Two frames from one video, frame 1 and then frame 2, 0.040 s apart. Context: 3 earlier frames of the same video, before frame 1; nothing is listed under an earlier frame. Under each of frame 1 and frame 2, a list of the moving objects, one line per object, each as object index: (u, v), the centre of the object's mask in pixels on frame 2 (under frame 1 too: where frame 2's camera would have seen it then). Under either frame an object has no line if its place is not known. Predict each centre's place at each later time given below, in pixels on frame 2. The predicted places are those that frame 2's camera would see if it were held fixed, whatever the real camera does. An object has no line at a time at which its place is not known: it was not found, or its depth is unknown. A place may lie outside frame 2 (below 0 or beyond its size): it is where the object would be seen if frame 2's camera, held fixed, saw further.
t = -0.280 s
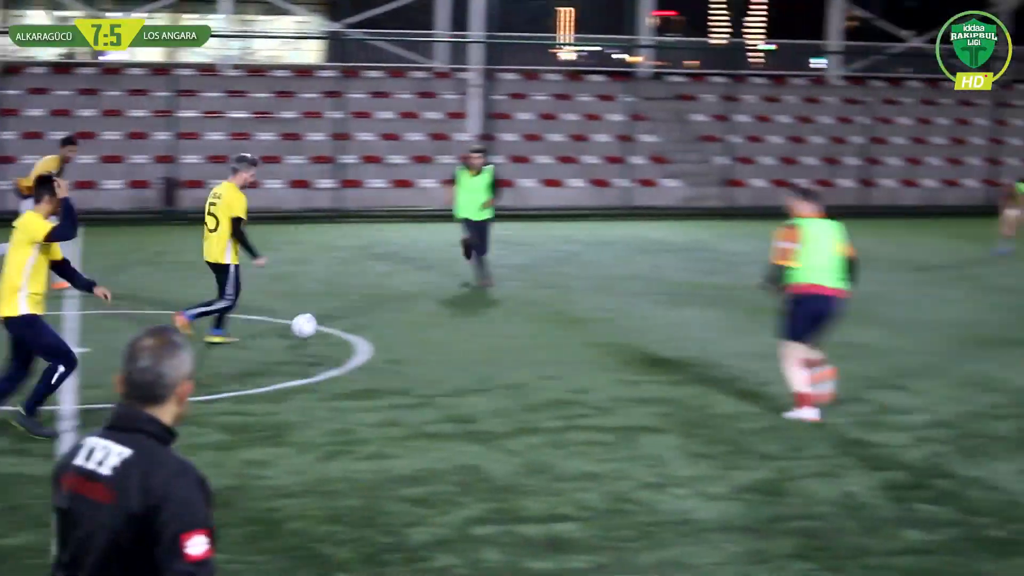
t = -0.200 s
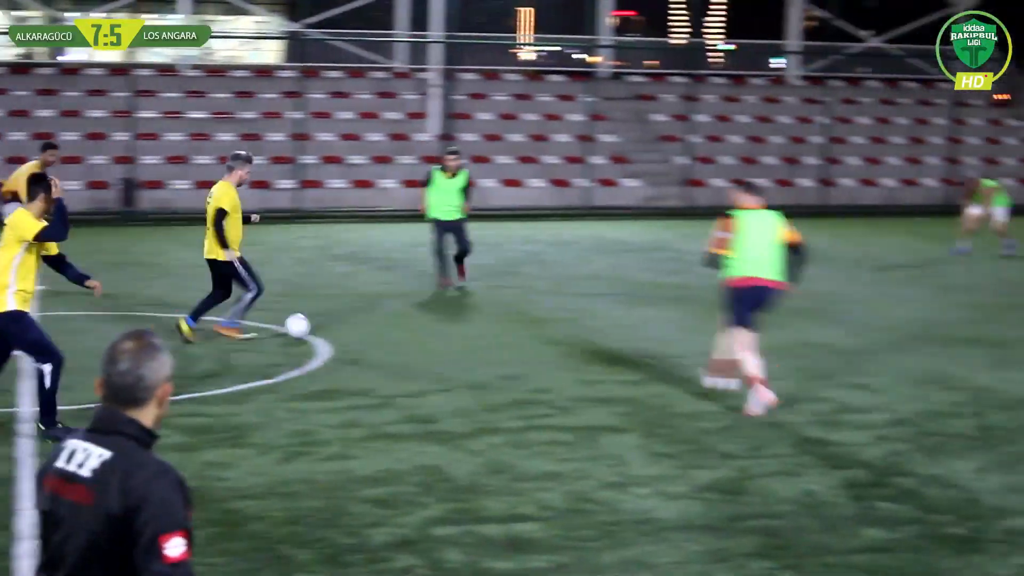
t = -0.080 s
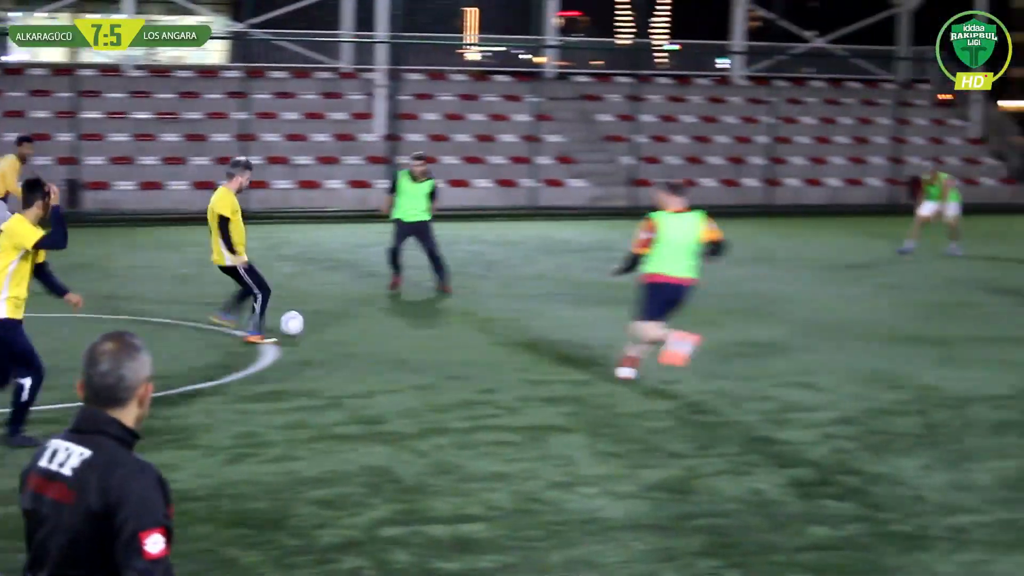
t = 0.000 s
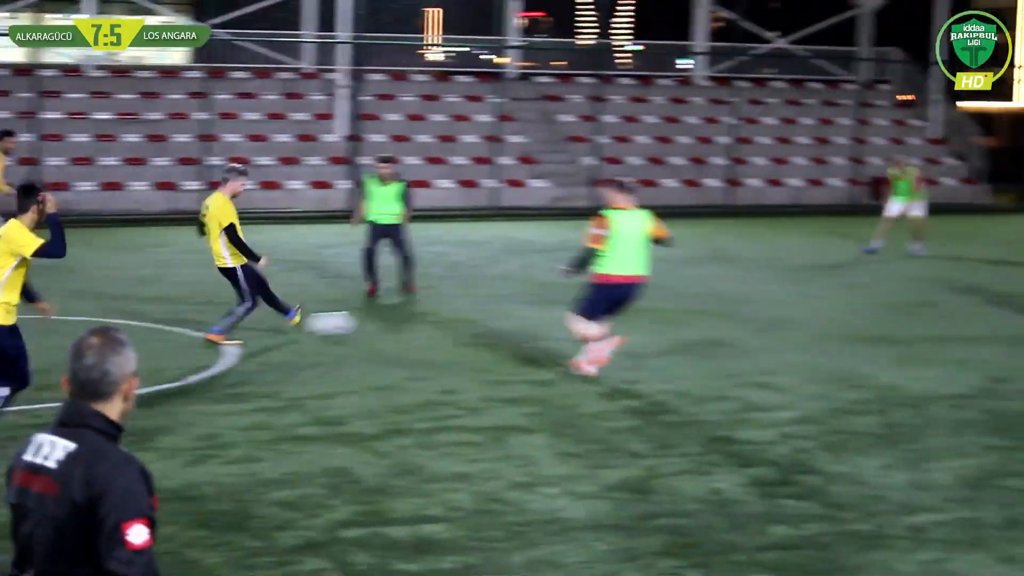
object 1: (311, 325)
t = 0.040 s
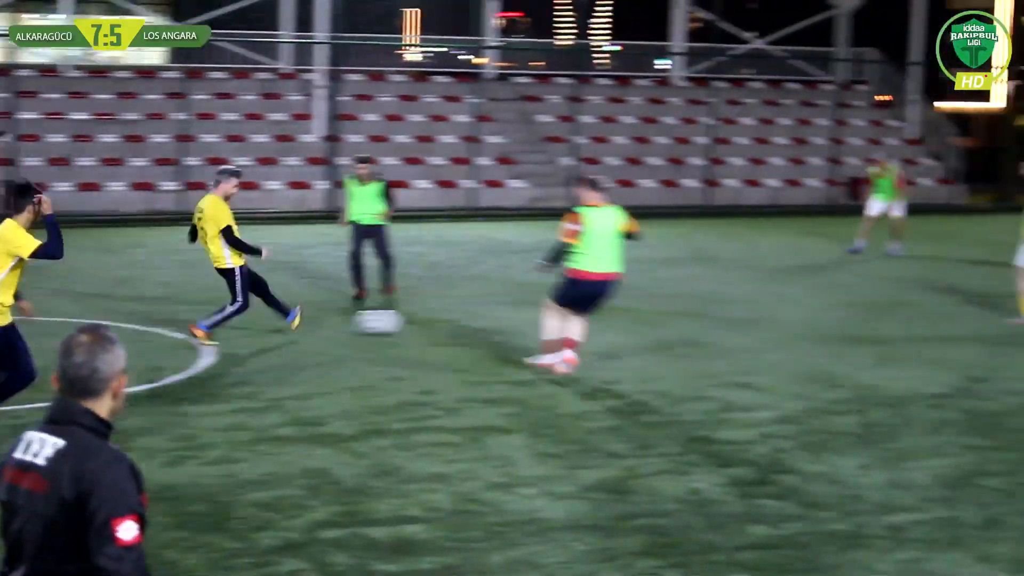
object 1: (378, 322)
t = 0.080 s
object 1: (441, 320)
